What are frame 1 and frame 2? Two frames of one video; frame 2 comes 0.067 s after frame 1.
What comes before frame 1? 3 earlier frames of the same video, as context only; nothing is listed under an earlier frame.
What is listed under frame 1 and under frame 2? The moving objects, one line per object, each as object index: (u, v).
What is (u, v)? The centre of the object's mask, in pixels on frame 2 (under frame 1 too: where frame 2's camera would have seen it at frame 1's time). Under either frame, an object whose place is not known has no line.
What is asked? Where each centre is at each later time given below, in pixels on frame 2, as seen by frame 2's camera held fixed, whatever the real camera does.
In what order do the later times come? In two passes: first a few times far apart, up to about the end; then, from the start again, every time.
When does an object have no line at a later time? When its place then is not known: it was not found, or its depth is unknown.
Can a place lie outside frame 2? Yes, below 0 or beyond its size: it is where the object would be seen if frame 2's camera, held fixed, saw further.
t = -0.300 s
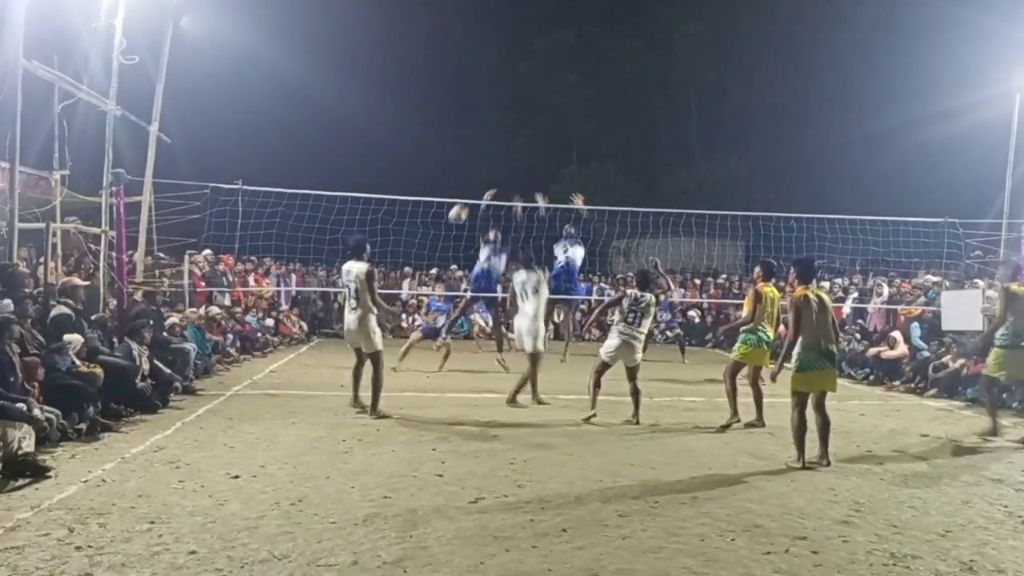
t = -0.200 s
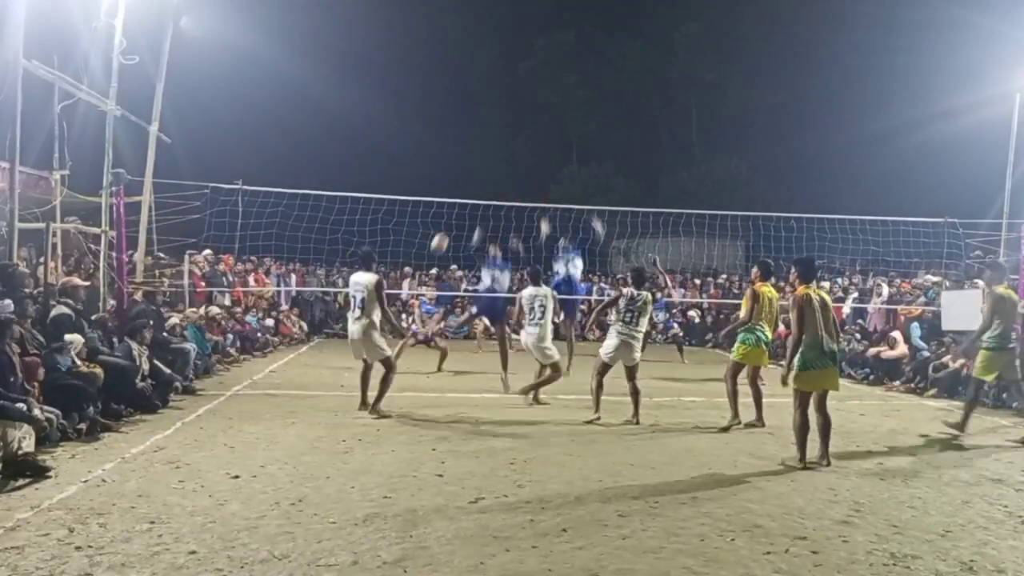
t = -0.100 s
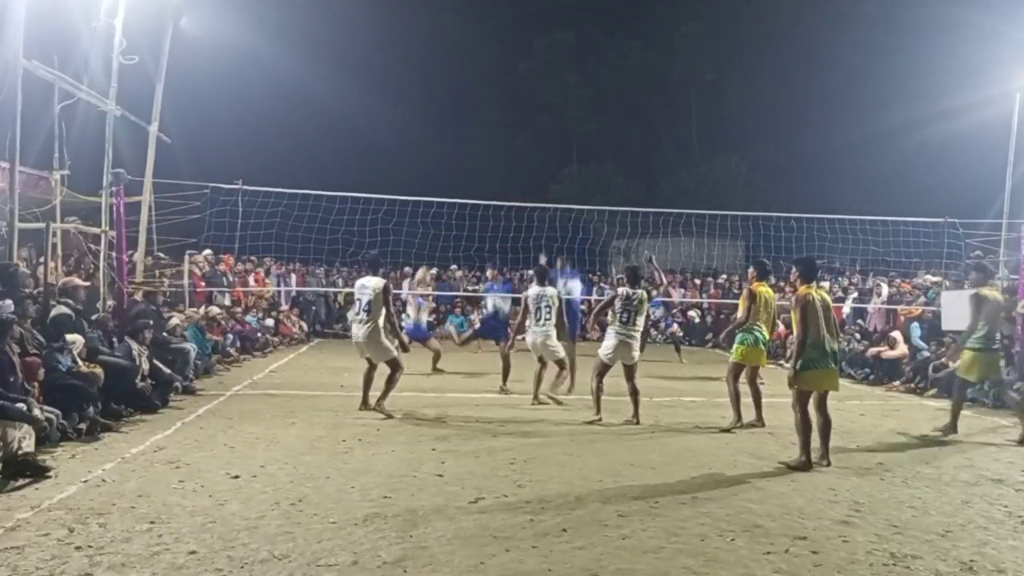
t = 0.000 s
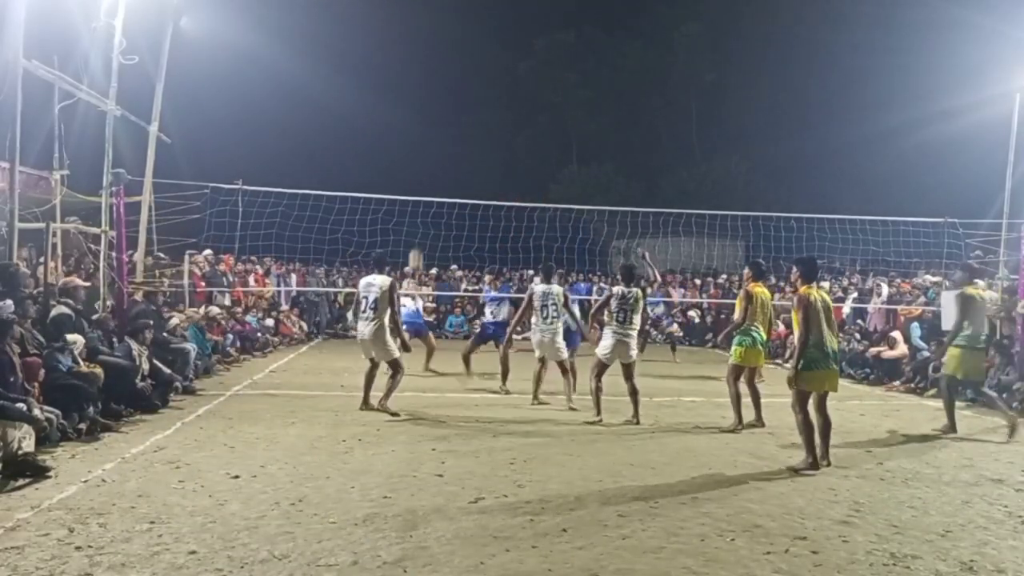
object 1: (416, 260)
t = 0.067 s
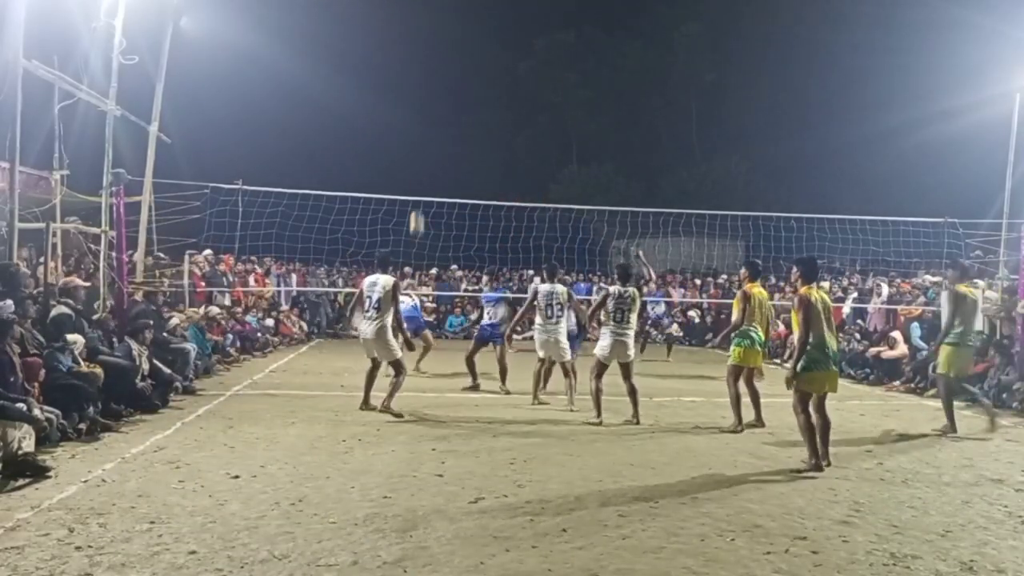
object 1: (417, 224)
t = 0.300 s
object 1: (418, 112)
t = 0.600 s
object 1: (418, 21)
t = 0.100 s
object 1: (417, 206)
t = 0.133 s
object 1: (417, 187)
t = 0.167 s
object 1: (418, 172)
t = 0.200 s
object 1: (418, 156)
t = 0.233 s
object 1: (418, 140)
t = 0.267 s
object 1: (418, 126)
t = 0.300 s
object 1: (418, 112)
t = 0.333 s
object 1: (418, 99)
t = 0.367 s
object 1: (418, 87)
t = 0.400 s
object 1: (418, 75)
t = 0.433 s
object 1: (418, 64)
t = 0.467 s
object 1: (418, 54)
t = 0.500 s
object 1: (418, 45)
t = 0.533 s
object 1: (418, 36)
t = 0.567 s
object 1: (418, 28)
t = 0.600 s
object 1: (418, 21)
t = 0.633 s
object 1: (418, 15)
